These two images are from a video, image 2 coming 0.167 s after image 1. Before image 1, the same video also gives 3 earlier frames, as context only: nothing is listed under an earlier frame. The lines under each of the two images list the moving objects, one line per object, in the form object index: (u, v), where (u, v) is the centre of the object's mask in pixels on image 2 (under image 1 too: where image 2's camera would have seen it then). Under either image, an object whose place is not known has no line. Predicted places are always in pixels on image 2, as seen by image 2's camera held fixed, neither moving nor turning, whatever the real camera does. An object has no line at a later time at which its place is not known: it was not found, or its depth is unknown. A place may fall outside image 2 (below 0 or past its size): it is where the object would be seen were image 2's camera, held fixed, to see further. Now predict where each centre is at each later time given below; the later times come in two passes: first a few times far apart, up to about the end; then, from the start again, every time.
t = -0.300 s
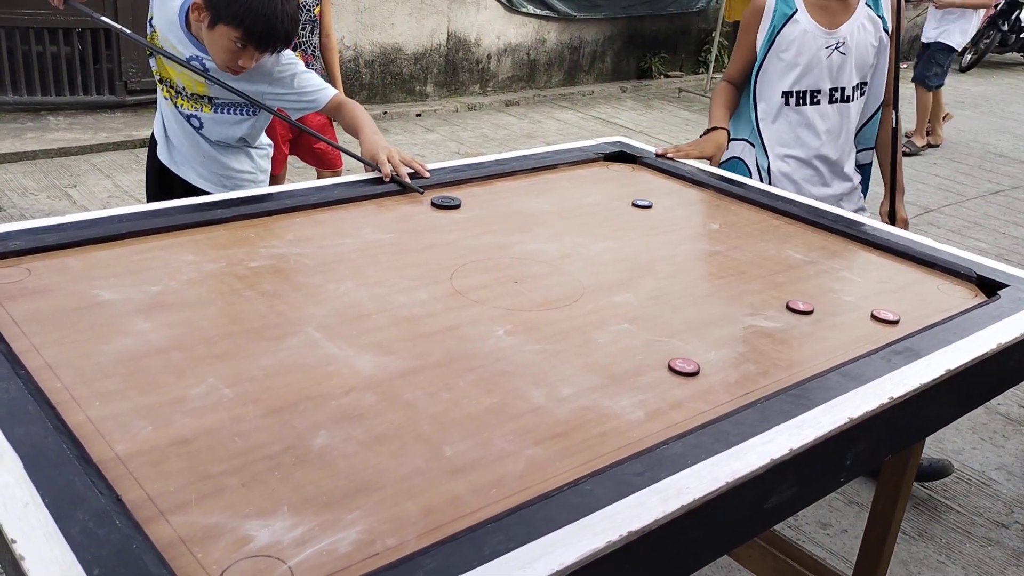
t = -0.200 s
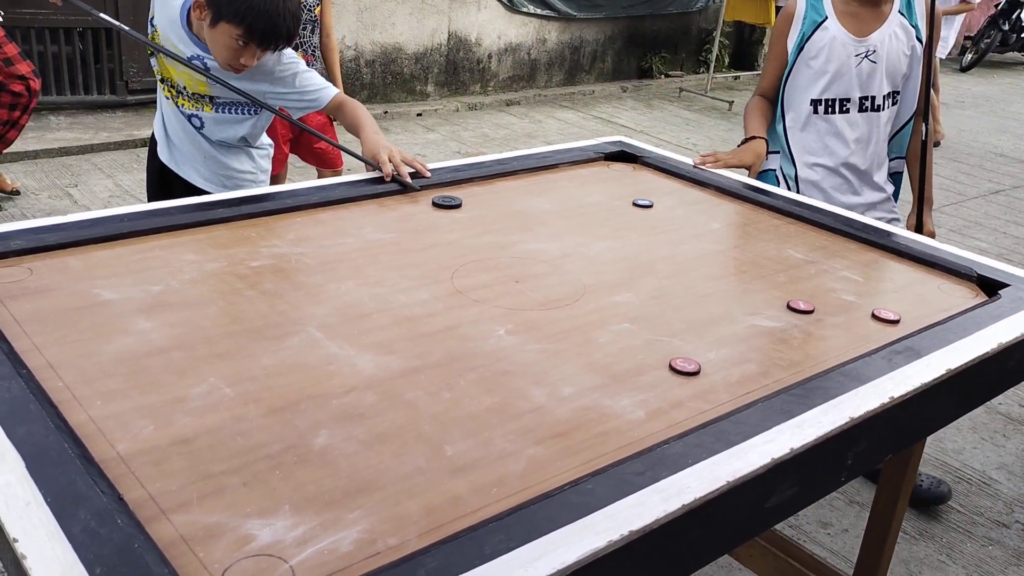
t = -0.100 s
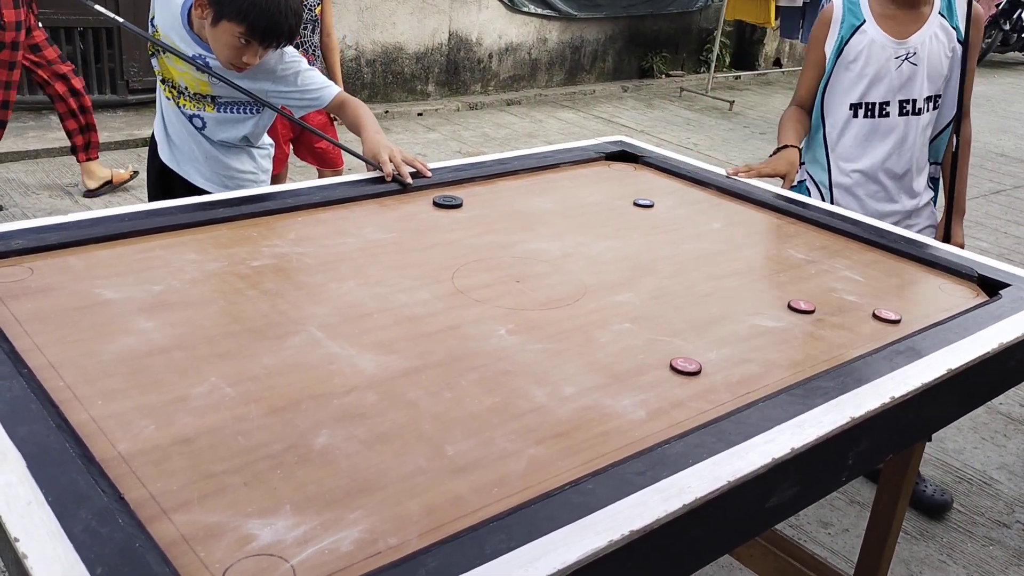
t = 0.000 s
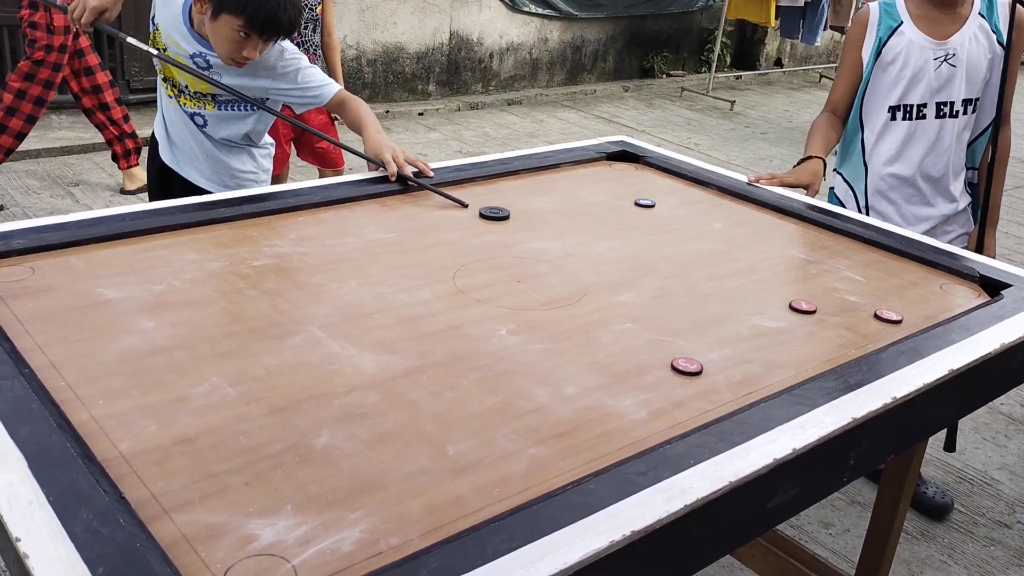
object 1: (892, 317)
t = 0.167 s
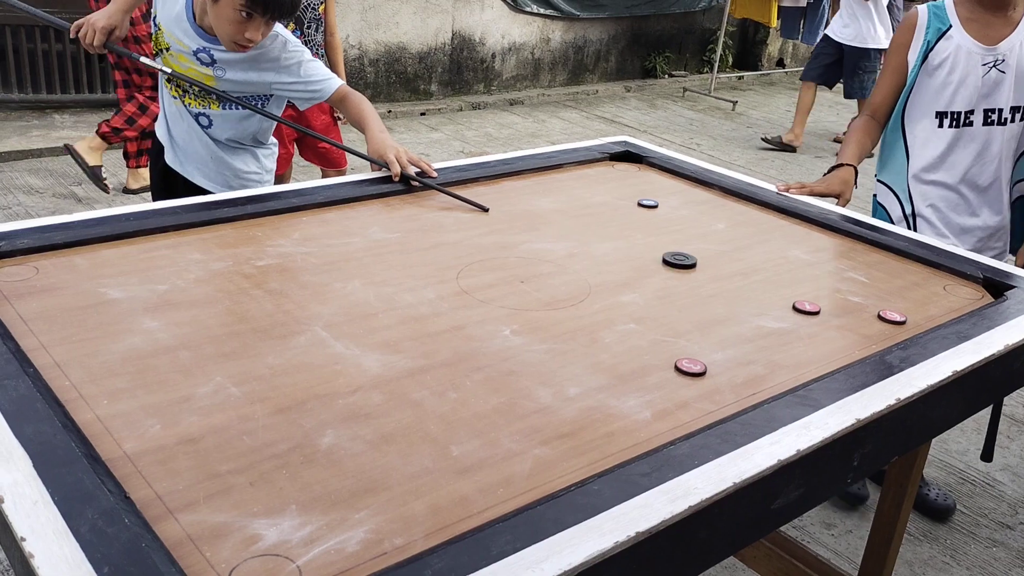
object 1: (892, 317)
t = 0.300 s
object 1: (892, 317)
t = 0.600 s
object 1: (838, 243)
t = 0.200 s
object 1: (892, 317)
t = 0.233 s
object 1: (892, 317)
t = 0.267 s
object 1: (892, 317)
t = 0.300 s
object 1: (892, 317)
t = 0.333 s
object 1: (918, 324)
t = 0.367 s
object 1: (923, 318)
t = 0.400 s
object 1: (908, 305)
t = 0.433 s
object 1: (894, 293)
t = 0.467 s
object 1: (881, 281)
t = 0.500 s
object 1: (869, 271)
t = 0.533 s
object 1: (858, 261)
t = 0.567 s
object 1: (847, 252)
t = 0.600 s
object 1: (838, 243)
